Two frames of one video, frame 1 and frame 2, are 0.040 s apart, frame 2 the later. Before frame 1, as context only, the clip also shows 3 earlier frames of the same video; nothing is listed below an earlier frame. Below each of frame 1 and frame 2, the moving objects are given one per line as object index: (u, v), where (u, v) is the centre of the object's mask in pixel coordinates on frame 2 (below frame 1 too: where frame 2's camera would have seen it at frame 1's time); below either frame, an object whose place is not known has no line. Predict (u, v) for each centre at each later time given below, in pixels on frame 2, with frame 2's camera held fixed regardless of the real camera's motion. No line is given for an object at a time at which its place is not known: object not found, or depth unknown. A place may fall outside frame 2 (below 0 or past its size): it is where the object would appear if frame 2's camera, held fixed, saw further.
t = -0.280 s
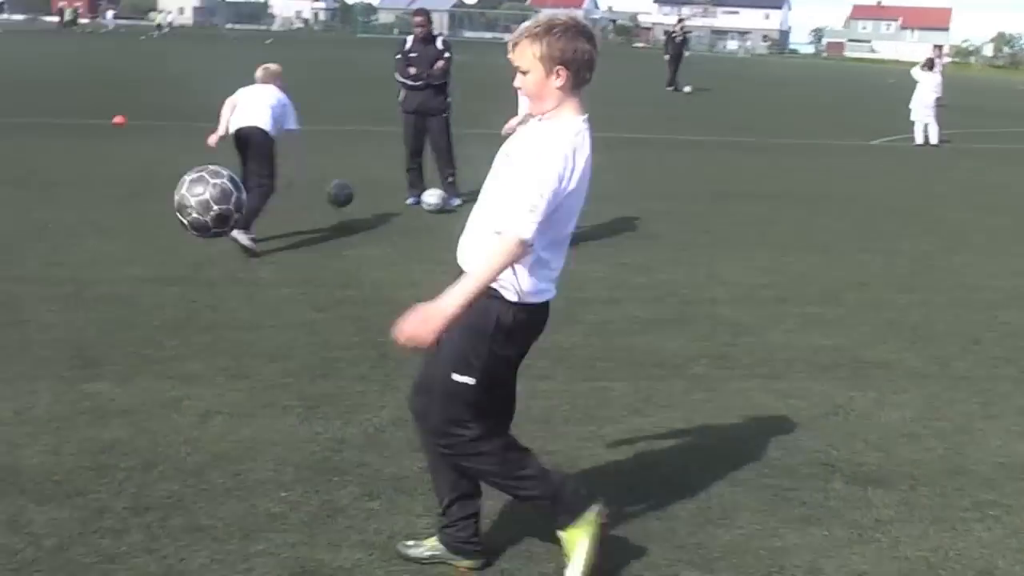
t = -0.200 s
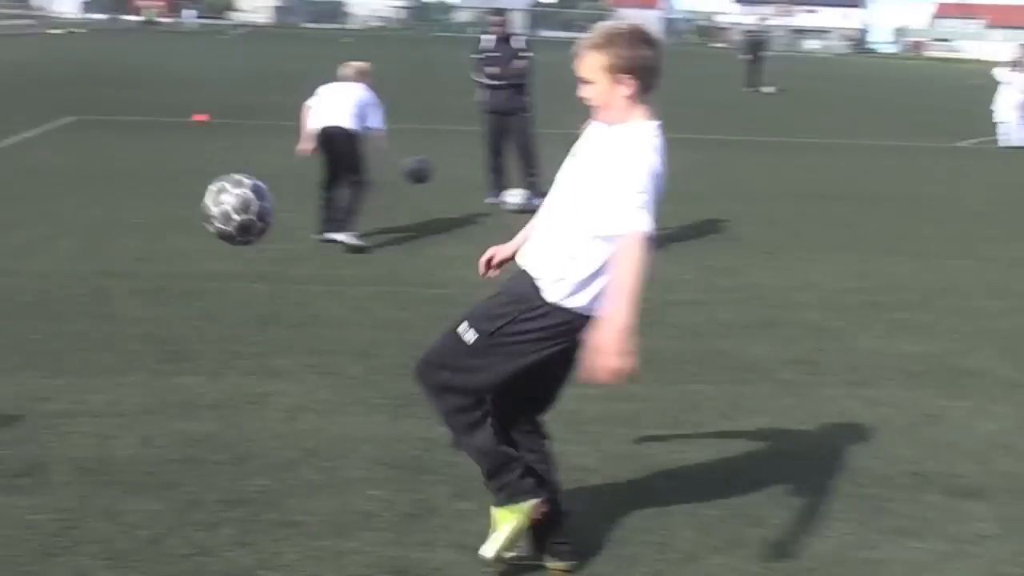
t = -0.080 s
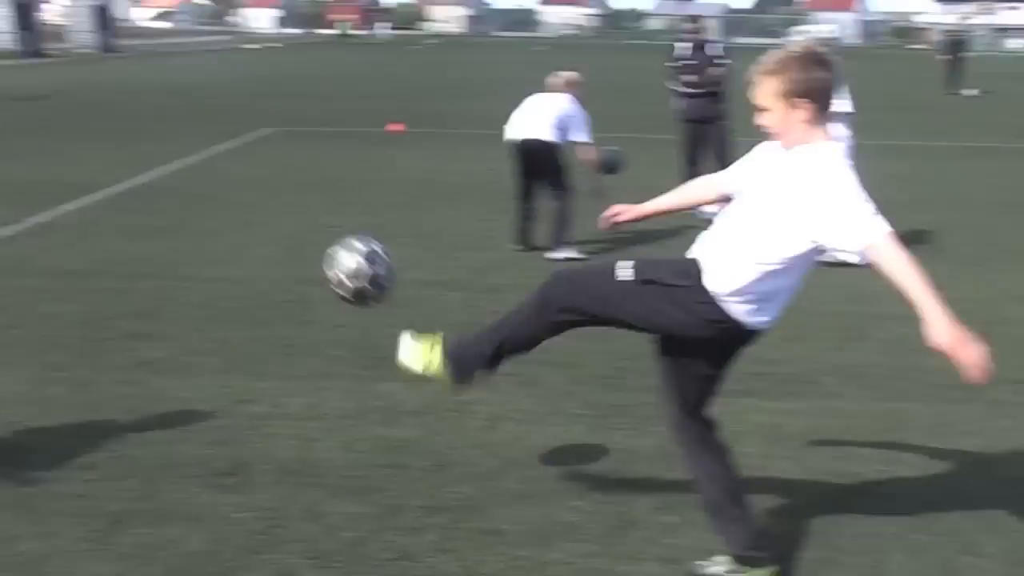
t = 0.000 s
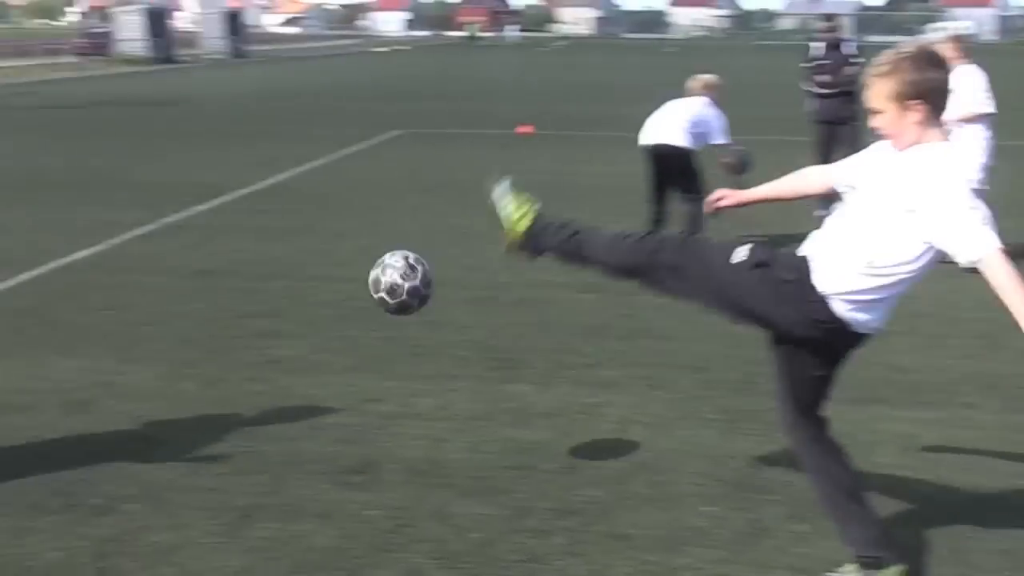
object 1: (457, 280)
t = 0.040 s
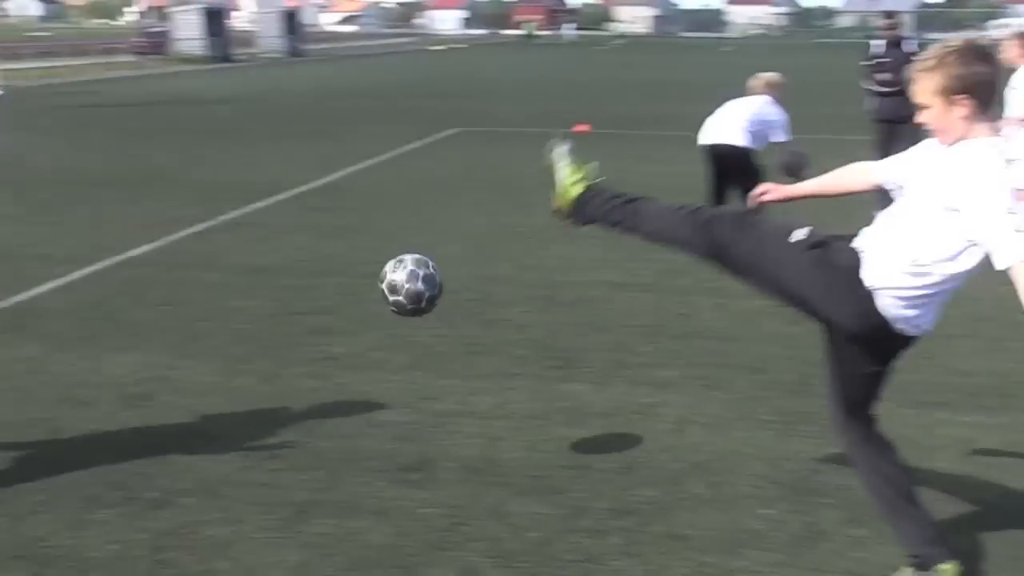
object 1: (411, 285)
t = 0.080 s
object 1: (367, 294)
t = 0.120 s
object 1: (326, 307)
